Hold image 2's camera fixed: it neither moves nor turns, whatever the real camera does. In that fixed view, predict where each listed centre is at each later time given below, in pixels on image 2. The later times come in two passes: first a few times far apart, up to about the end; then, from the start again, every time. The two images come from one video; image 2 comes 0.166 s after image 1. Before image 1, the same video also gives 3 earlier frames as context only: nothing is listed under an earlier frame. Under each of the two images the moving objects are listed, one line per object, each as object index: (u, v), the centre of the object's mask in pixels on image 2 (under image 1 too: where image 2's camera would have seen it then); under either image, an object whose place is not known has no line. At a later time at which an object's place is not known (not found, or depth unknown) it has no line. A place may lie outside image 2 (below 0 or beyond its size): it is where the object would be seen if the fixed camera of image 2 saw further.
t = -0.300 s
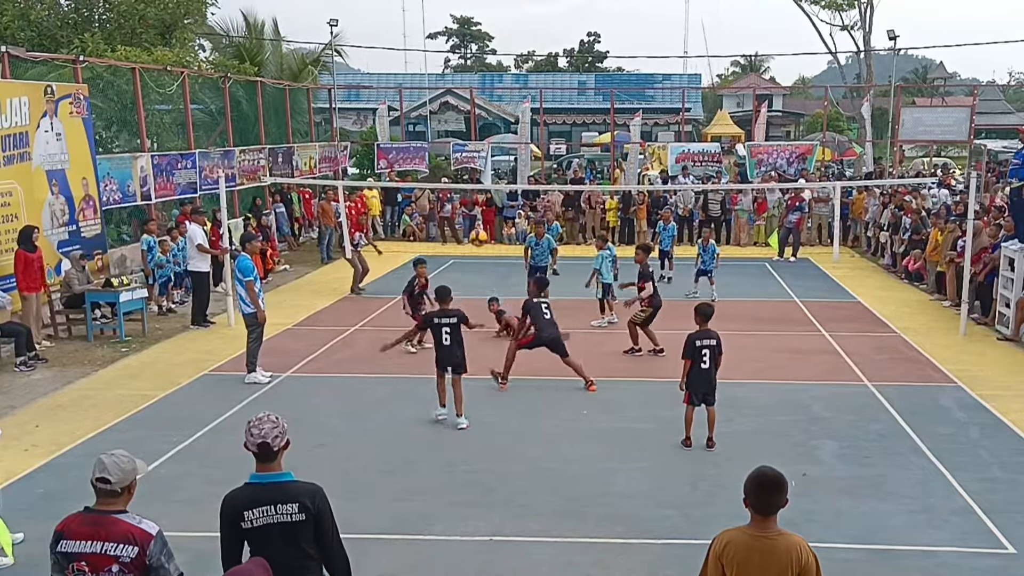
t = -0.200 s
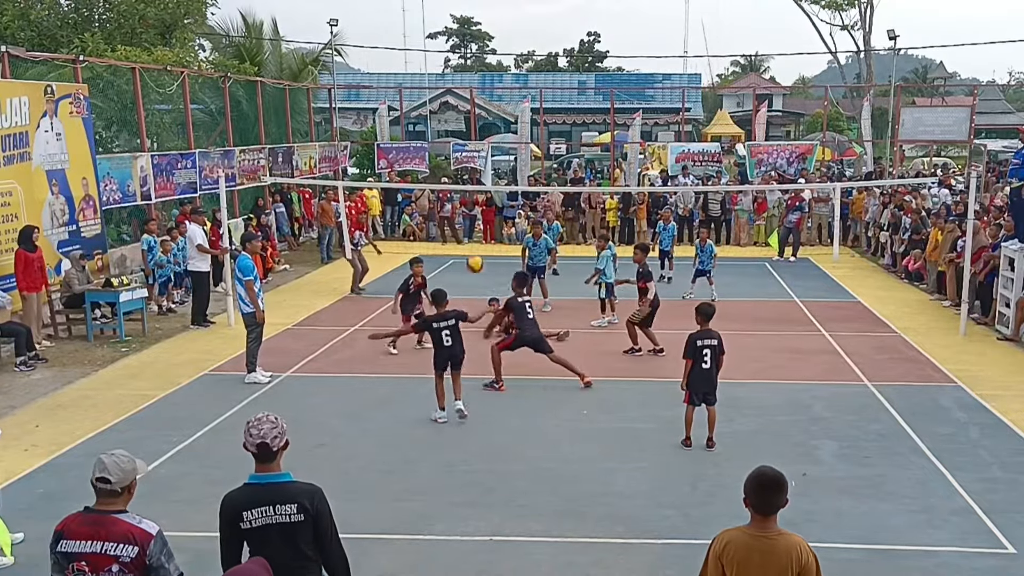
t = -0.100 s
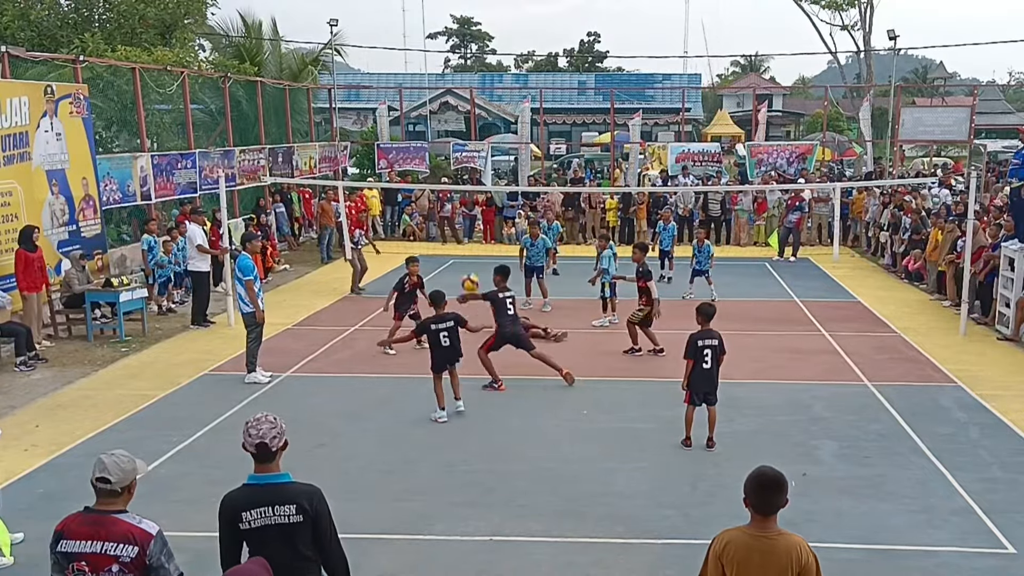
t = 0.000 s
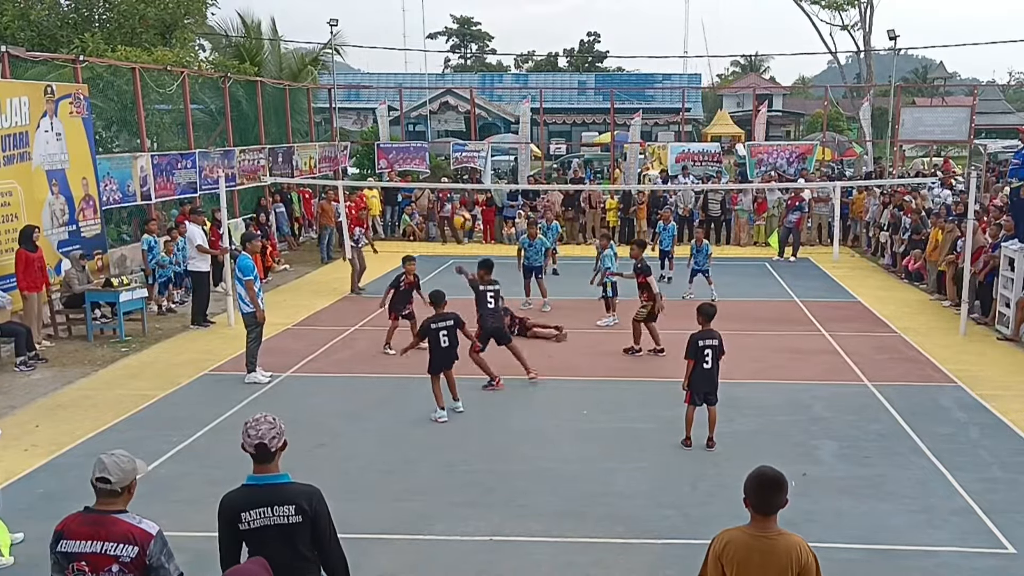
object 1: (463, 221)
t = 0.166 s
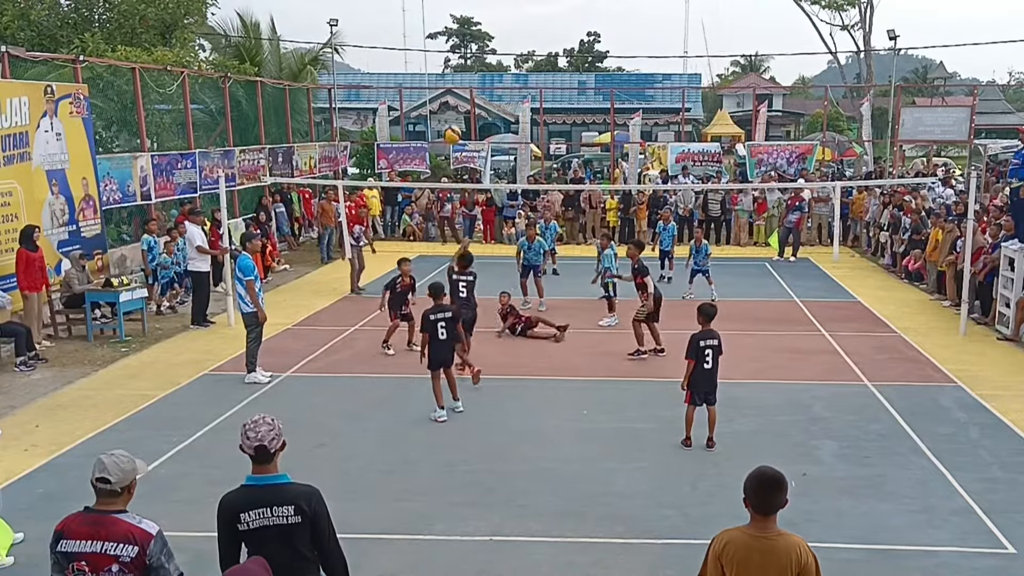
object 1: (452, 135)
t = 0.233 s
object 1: (448, 106)
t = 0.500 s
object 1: (431, 32)
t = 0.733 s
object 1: (419, 20)
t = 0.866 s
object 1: (413, 35)
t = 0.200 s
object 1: (449, 119)
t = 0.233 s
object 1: (448, 106)
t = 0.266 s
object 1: (445, 94)
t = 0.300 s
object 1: (443, 81)
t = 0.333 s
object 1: (442, 71)
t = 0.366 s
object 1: (440, 62)
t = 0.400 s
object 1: (437, 52)
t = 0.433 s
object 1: (435, 46)
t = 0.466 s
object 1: (434, 38)
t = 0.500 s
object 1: (431, 32)
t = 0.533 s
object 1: (430, 29)
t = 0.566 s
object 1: (428, 24)
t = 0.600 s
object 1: (426, 21)
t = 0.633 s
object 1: (424, 20)
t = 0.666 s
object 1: (422, 19)
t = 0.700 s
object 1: (421, 19)
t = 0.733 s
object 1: (419, 20)
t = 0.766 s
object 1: (418, 22)
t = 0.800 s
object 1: (416, 26)
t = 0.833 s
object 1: (415, 30)
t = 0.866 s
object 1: (413, 35)
